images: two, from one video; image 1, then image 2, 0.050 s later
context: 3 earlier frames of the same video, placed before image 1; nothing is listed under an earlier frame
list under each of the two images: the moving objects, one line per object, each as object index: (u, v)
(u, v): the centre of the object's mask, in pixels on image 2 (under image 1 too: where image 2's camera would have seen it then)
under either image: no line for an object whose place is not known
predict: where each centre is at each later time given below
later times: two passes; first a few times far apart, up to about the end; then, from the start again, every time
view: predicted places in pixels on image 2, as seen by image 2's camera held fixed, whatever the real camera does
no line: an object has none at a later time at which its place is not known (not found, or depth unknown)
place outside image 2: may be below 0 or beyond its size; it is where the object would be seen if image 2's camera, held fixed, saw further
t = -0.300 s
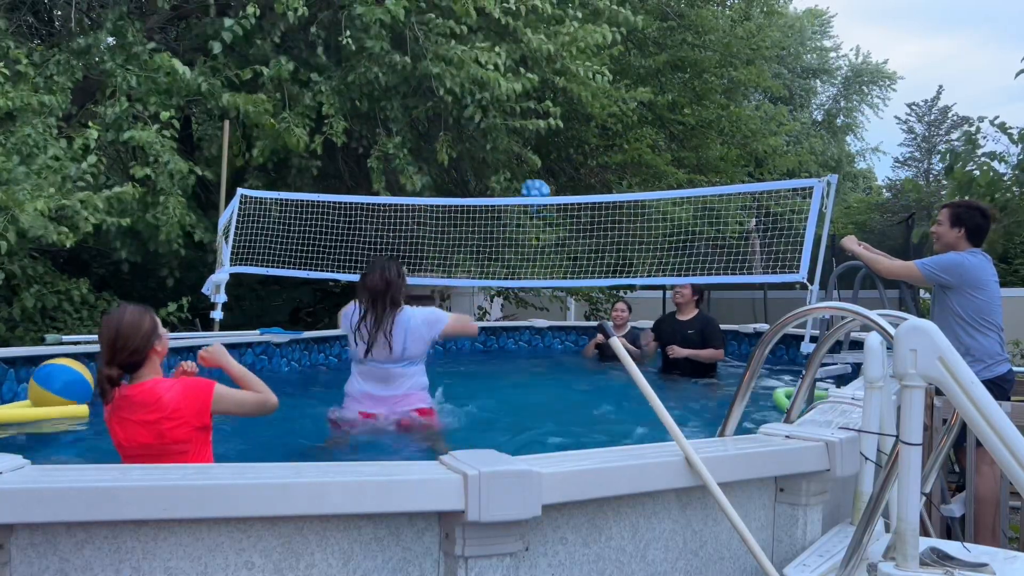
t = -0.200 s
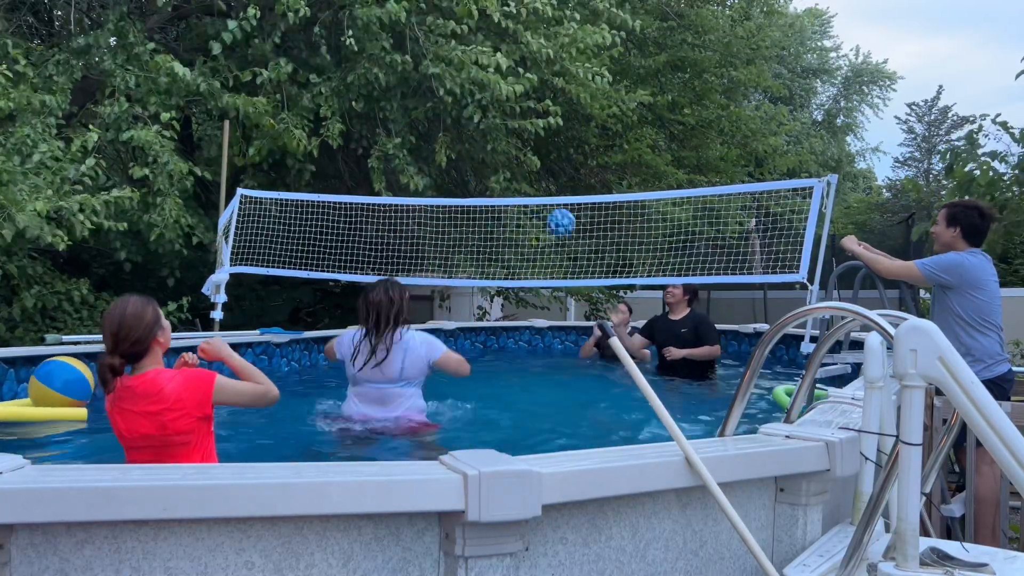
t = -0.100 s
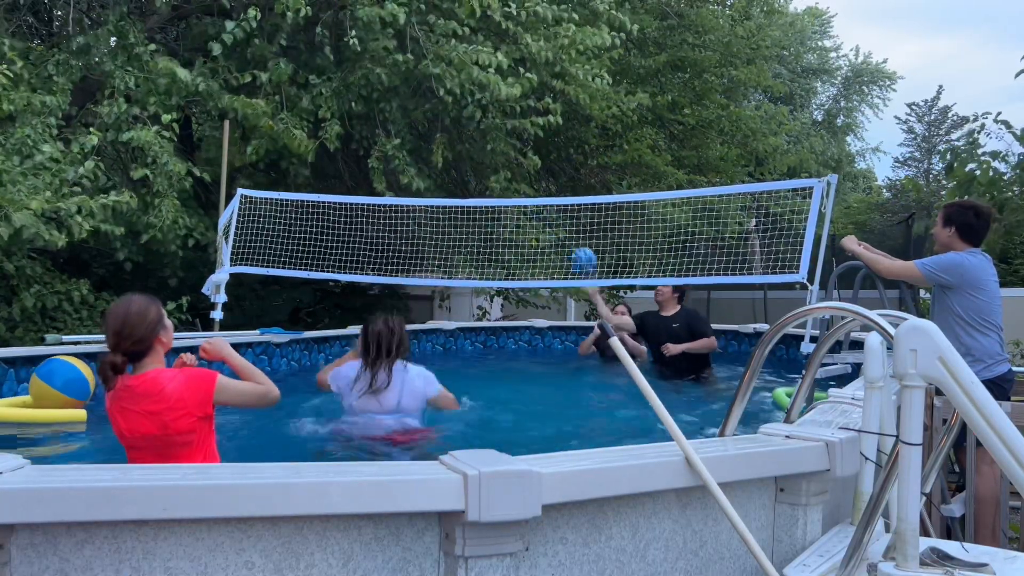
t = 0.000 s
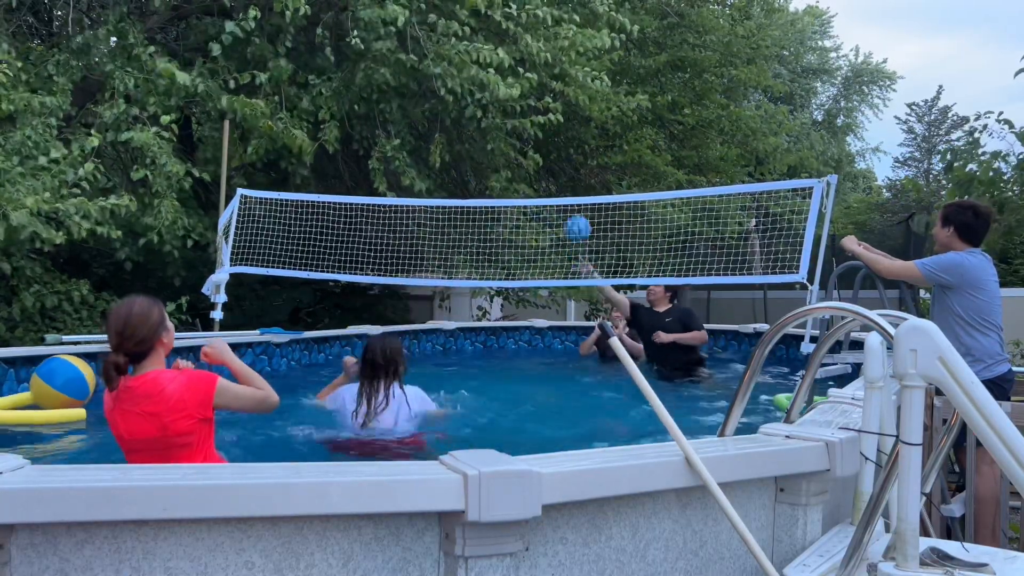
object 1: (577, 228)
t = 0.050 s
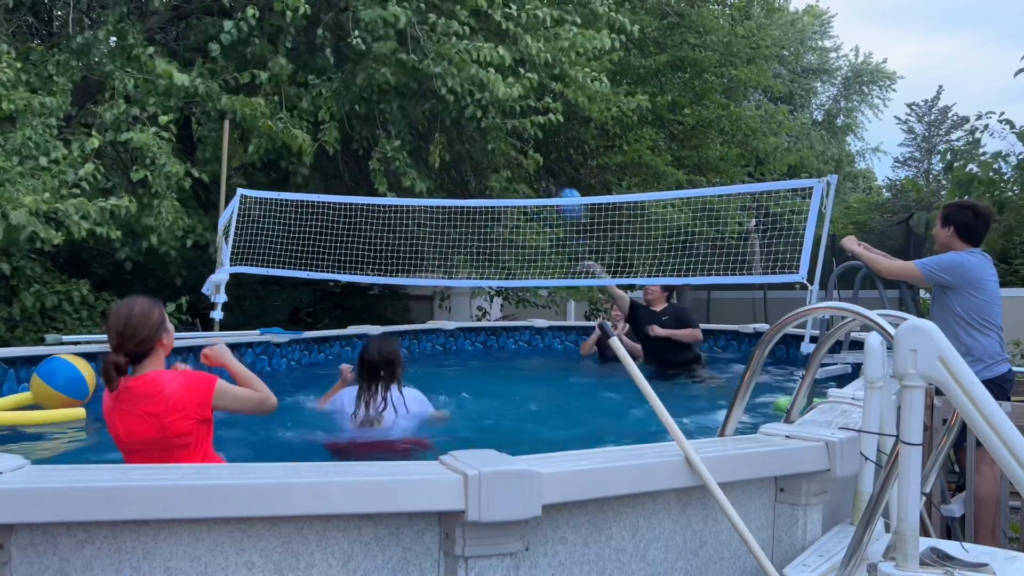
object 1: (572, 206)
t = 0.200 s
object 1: (543, 137)
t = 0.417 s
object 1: (496, 83)
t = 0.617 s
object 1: (436, 97)
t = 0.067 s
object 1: (567, 190)
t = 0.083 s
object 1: (565, 185)
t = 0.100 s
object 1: (561, 180)
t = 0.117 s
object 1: (558, 172)
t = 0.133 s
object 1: (556, 164)
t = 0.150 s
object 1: (553, 159)
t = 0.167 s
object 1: (550, 151)
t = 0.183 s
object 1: (547, 143)
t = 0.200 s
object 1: (543, 137)
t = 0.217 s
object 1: (540, 130)
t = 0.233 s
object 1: (537, 125)
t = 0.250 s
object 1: (534, 120)
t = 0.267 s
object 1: (530, 114)
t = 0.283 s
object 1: (526, 109)
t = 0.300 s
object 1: (523, 104)
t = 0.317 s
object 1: (519, 101)
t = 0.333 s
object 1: (516, 97)
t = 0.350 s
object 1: (511, 94)
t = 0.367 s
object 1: (508, 91)
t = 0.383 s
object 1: (504, 88)
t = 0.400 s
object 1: (500, 85)
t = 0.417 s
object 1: (496, 83)
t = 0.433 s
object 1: (490, 82)
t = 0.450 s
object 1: (486, 82)
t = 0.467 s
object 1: (482, 80)
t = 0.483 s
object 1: (478, 79)
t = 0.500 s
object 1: (473, 80)
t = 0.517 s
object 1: (468, 81)
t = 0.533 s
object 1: (463, 81)
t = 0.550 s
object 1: (457, 83)
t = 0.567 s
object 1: (453, 85)
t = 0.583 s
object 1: (447, 89)
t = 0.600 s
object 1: (442, 91)
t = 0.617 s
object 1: (436, 97)
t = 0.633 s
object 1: (430, 100)
